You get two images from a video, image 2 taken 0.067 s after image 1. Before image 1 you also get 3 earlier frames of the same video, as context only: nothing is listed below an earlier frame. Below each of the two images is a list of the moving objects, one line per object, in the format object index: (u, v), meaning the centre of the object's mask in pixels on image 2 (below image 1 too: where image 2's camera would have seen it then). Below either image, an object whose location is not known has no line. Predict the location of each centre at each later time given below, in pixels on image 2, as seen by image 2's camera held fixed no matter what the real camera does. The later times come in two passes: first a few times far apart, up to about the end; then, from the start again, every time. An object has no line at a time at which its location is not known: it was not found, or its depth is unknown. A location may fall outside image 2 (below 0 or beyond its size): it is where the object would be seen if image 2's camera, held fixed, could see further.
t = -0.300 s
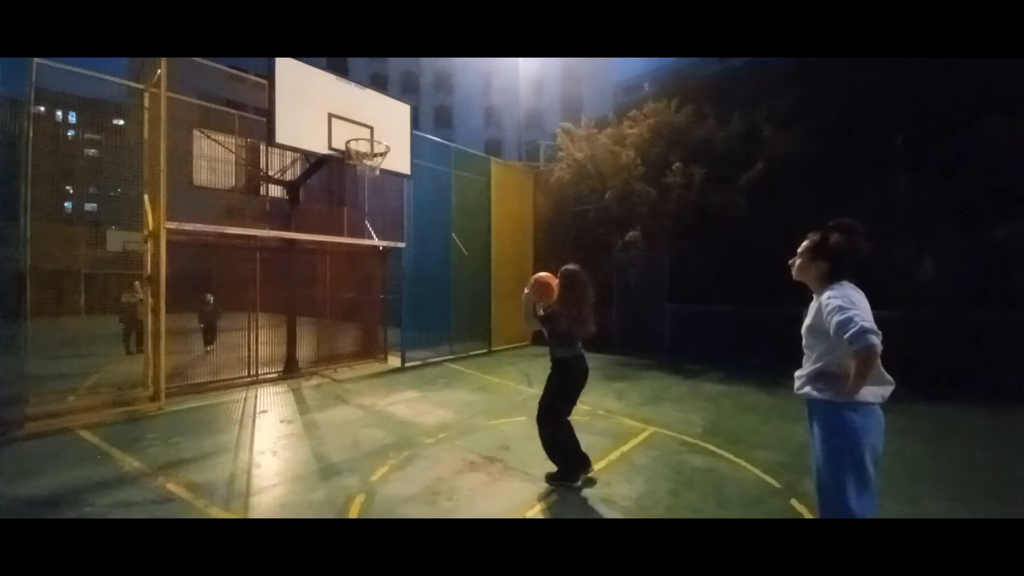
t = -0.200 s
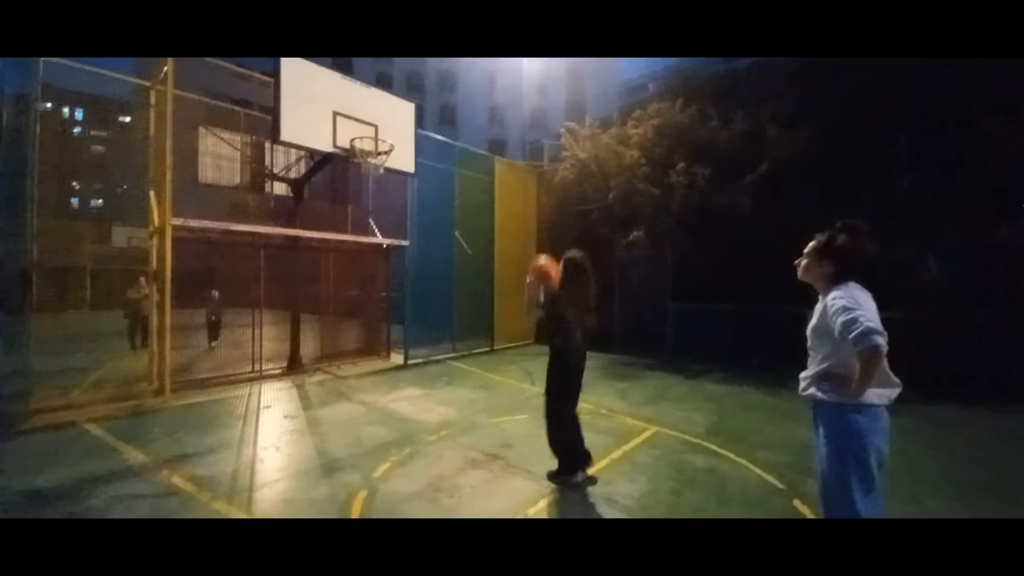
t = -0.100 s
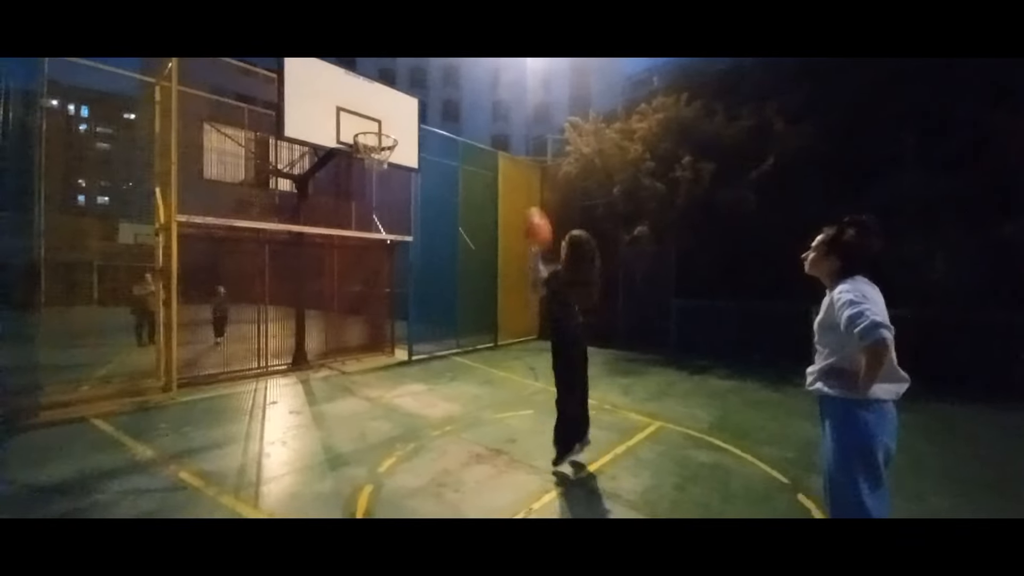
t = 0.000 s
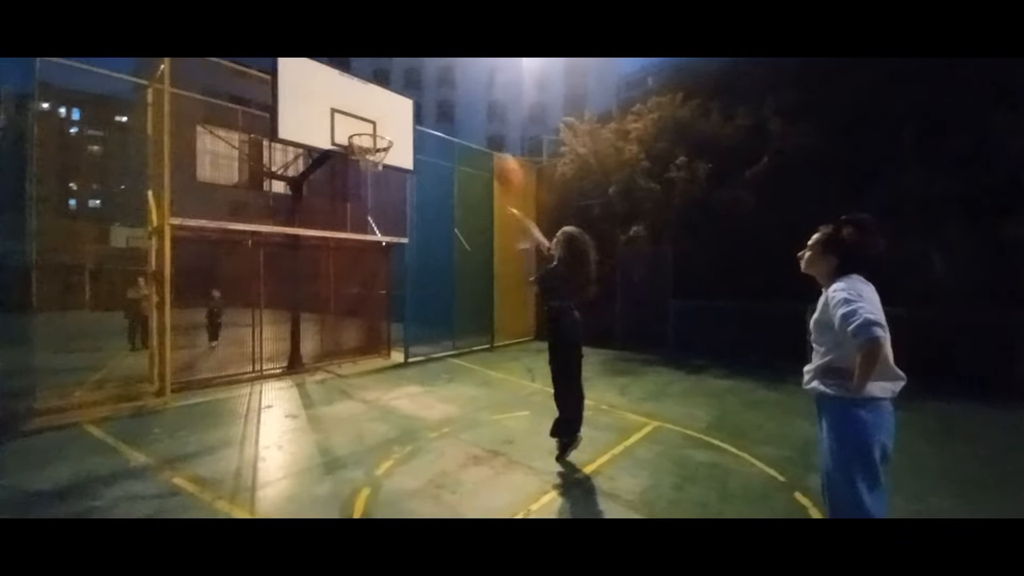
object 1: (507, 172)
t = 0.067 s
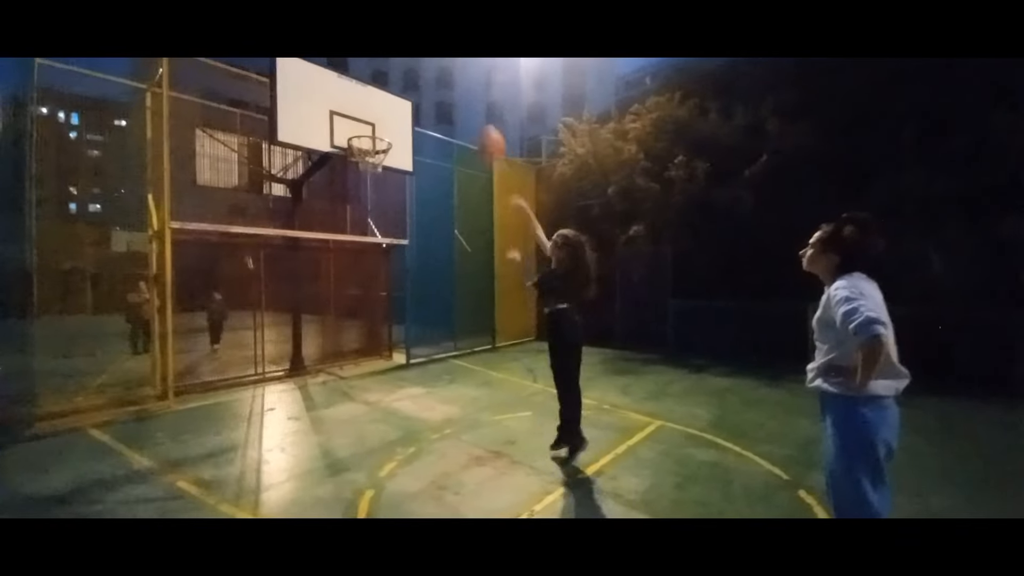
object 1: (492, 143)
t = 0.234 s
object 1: (453, 95)
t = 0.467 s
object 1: (410, 80)
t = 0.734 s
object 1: (367, 121)
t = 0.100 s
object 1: (486, 132)
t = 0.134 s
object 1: (476, 119)
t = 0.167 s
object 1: (469, 110)
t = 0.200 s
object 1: (462, 101)
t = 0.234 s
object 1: (453, 95)
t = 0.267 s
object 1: (447, 89)
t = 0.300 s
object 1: (442, 85)
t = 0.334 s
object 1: (435, 82)
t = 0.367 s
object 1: (427, 80)
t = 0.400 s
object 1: (420, 80)
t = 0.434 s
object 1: (416, 79)
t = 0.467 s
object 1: (410, 80)
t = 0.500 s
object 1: (404, 82)
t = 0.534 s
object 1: (397, 84)
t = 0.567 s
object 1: (392, 88)
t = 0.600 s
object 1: (386, 93)
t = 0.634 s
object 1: (381, 100)
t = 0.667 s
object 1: (376, 106)
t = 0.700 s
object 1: (371, 114)
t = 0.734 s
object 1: (367, 121)
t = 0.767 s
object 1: (362, 131)
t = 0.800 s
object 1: (364, 142)
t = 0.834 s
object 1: (373, 140)
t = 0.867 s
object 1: (379, 139)
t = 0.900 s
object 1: (379, 131)
